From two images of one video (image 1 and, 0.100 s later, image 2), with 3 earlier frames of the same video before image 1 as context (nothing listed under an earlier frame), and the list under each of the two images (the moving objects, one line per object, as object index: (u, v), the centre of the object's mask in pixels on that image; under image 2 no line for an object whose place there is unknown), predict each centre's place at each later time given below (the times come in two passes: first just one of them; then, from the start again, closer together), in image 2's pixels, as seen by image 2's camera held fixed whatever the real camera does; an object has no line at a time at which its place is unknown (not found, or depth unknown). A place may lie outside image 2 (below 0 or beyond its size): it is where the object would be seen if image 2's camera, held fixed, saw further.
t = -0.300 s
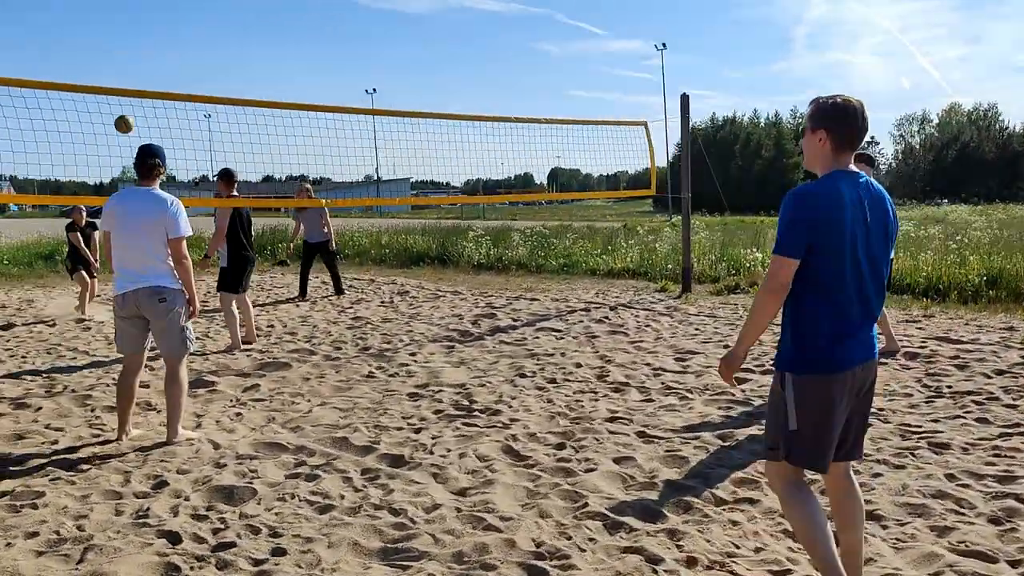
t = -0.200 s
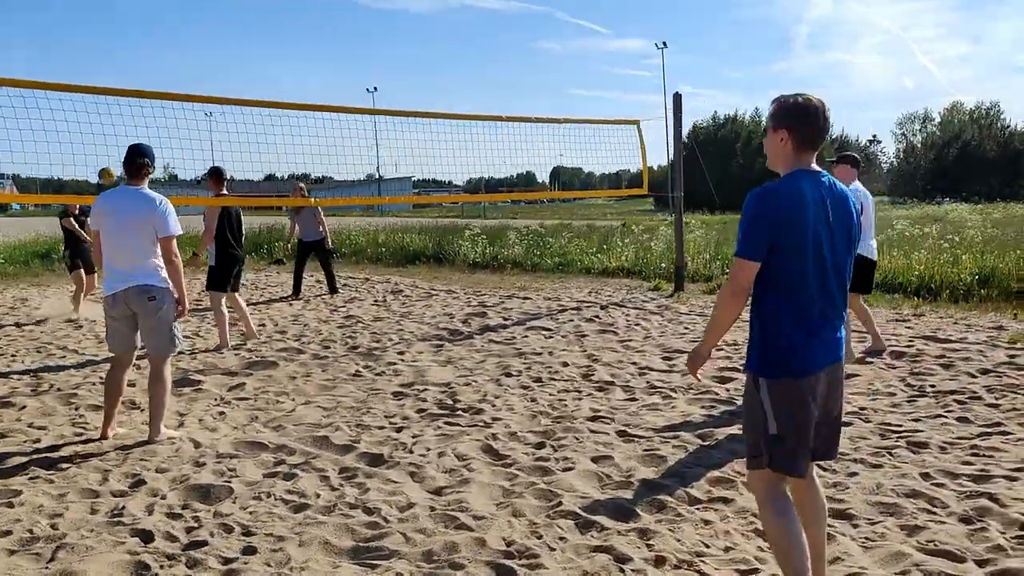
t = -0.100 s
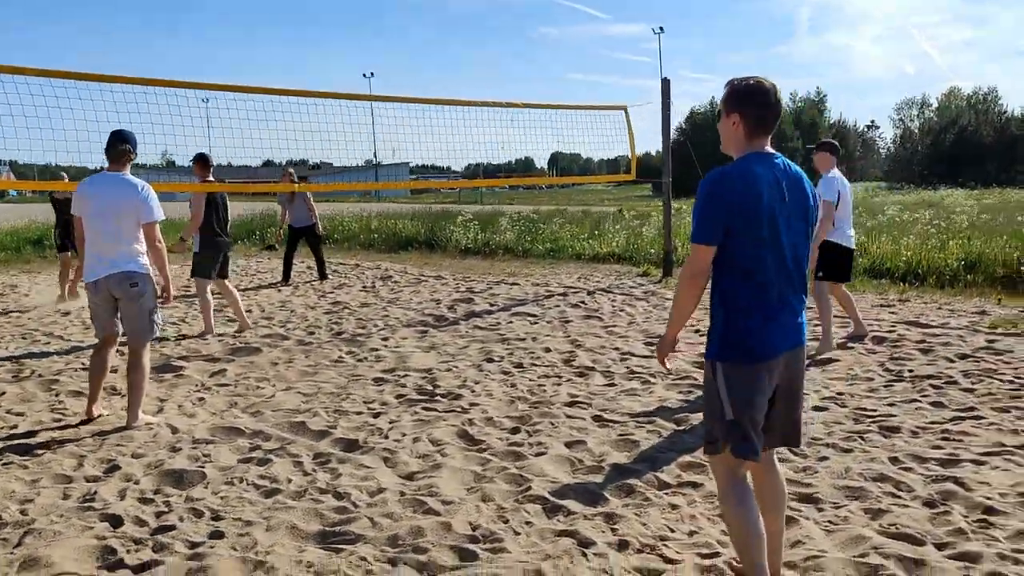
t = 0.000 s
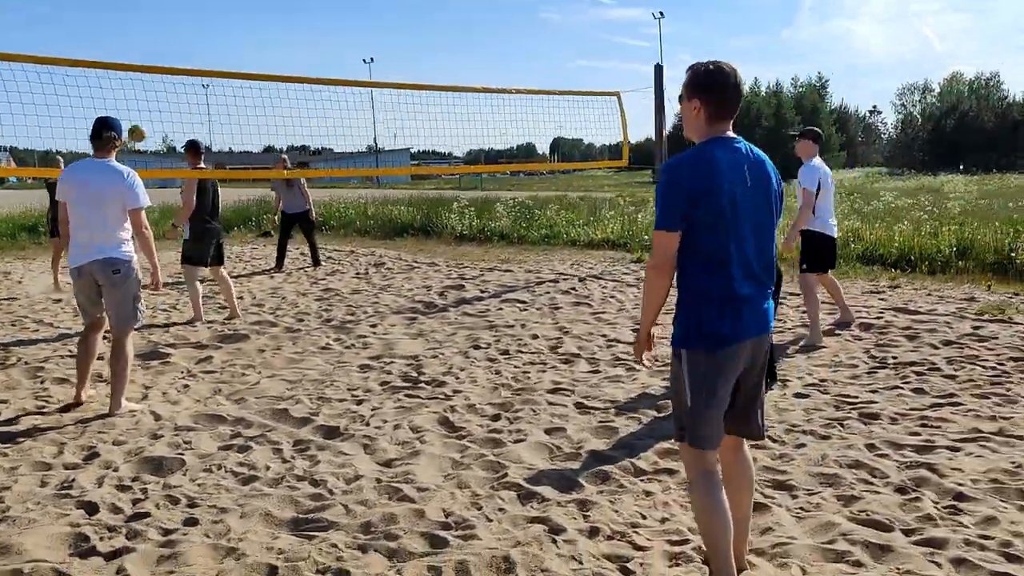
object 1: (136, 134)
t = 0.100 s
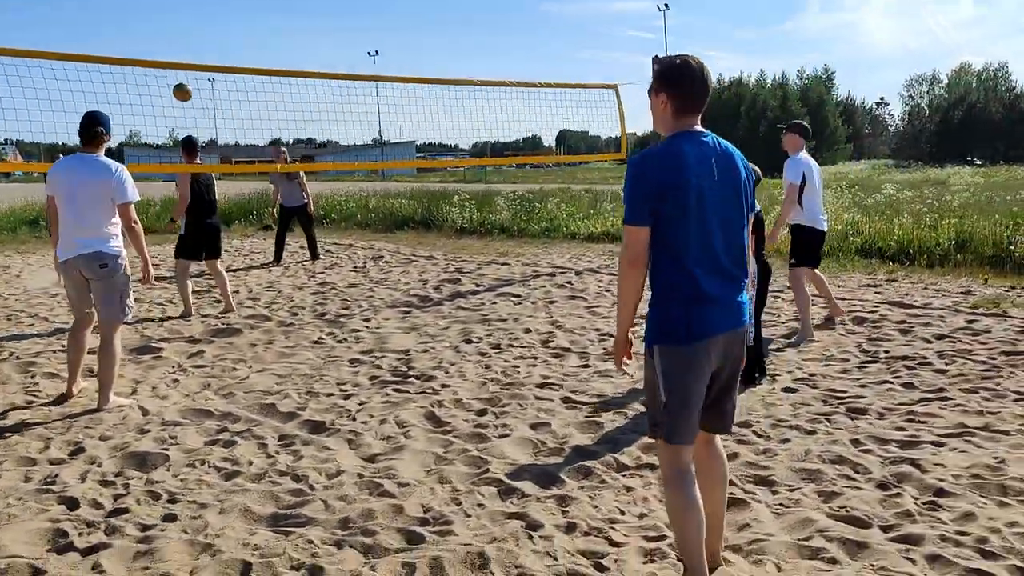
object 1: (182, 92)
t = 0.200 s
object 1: (238, 60)
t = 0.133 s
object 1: (201, 81)
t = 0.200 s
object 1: (238, 60)
